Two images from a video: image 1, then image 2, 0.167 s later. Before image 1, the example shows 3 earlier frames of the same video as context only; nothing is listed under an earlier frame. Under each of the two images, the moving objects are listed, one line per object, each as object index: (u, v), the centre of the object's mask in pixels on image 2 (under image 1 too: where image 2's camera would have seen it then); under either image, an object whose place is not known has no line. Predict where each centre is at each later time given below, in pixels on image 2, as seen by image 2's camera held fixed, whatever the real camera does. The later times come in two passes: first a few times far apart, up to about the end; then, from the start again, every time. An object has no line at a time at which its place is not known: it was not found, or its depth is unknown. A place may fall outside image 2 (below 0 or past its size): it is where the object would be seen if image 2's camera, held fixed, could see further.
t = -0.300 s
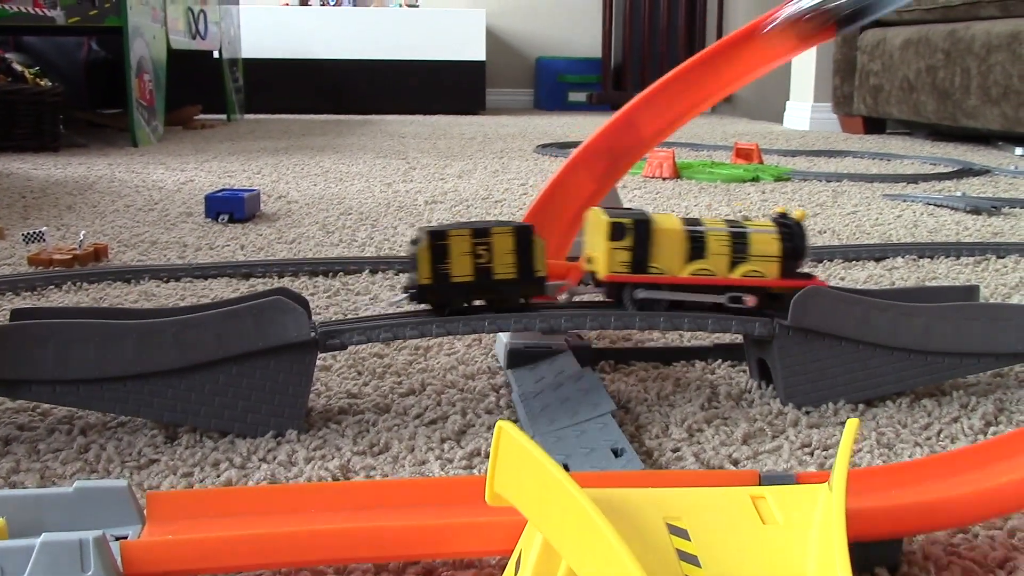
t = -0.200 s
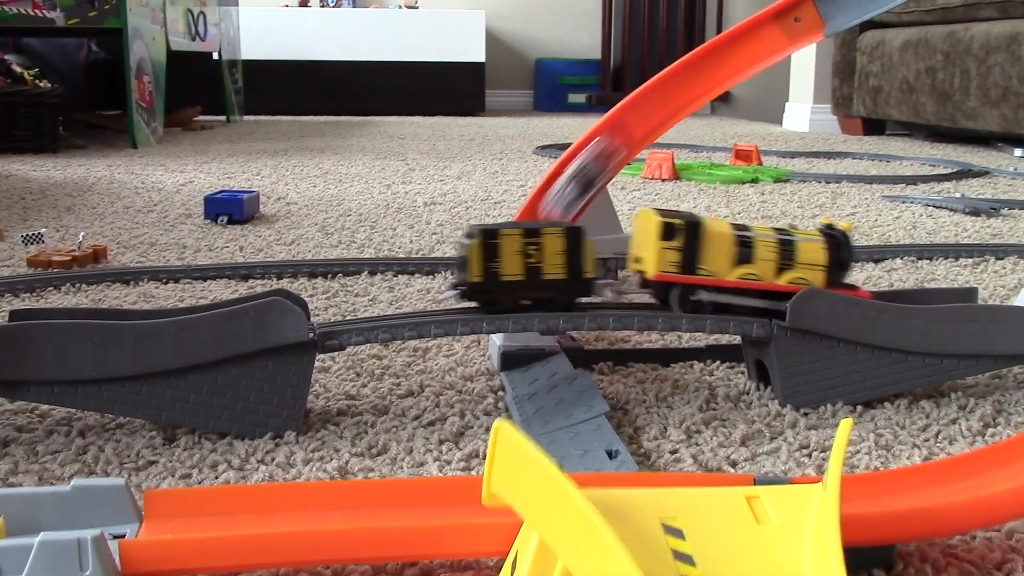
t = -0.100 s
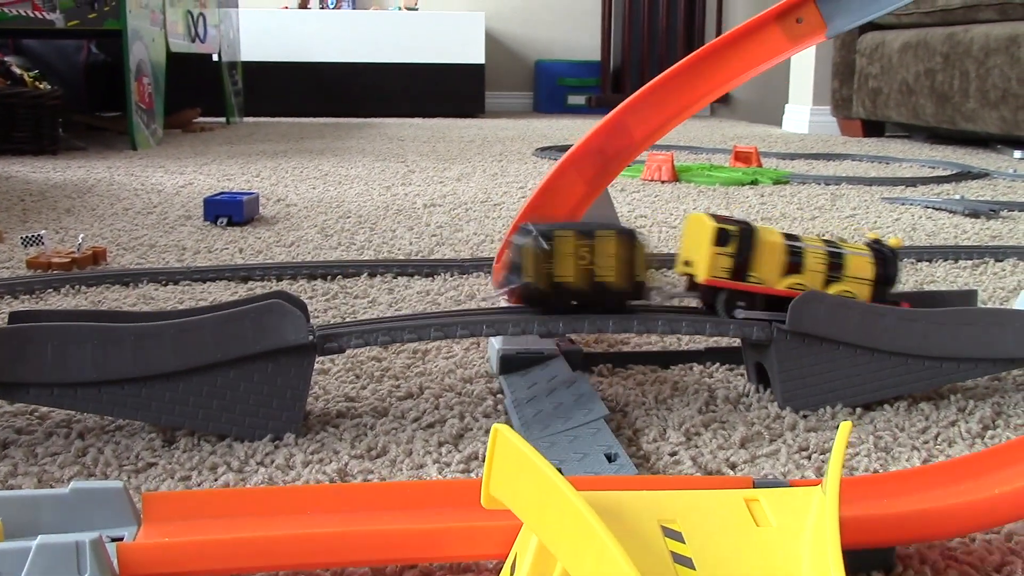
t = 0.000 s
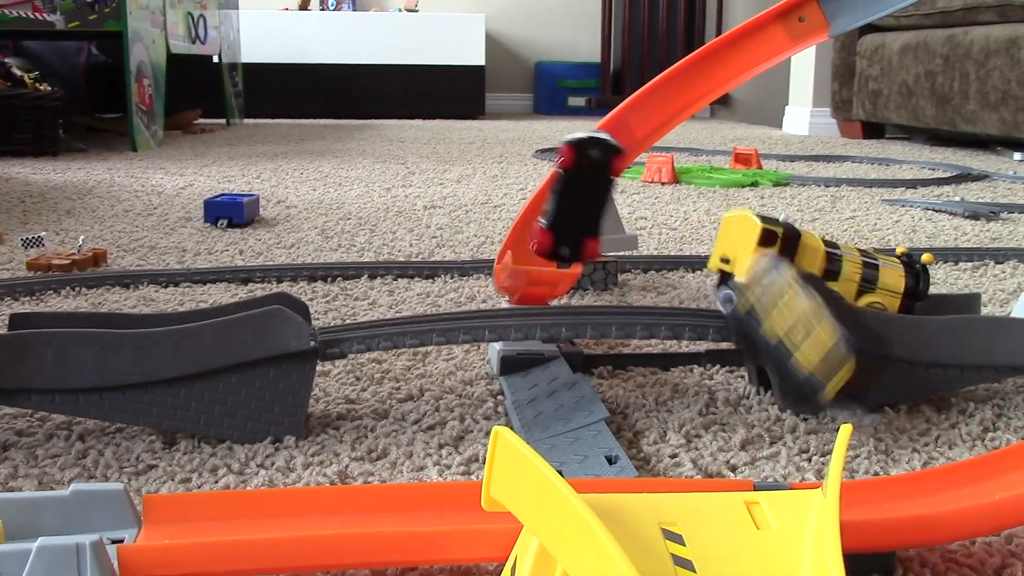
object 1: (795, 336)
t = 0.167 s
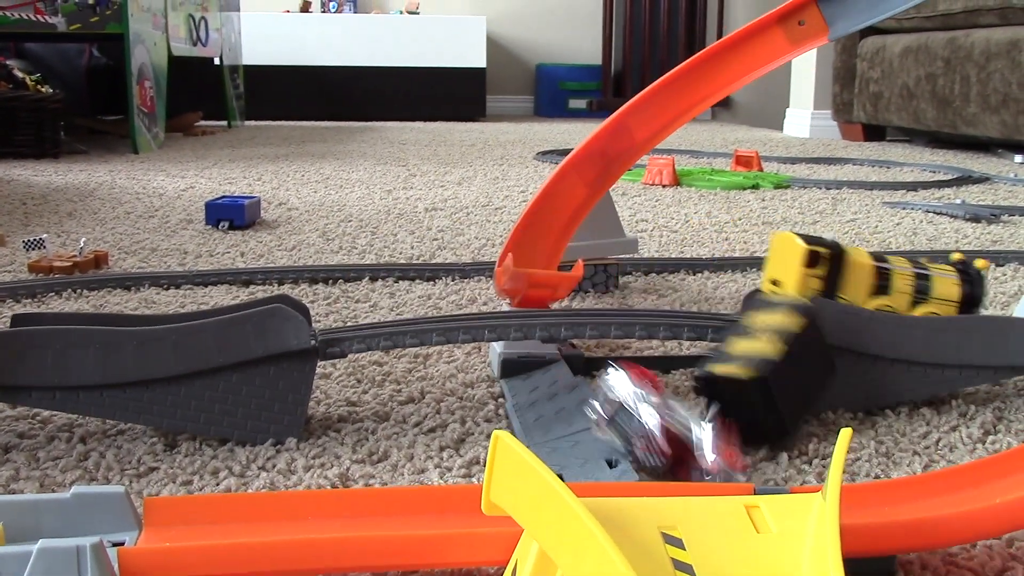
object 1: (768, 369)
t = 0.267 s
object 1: (740, 352)
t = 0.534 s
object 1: (750, 374)
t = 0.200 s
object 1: (773, 371)
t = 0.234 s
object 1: (754, 361)
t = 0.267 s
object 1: (740, 352)
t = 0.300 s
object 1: (737, 345)
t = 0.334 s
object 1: (737, 350)
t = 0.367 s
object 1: (747, 363)
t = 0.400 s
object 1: (748, 366)
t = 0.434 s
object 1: (752, 373)
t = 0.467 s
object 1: (750, 370)
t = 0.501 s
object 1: (751, 371)
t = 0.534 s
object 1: (750, 374)
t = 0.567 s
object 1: (750, 372)
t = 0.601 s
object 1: (750, 370)
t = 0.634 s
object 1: (750, 373)
